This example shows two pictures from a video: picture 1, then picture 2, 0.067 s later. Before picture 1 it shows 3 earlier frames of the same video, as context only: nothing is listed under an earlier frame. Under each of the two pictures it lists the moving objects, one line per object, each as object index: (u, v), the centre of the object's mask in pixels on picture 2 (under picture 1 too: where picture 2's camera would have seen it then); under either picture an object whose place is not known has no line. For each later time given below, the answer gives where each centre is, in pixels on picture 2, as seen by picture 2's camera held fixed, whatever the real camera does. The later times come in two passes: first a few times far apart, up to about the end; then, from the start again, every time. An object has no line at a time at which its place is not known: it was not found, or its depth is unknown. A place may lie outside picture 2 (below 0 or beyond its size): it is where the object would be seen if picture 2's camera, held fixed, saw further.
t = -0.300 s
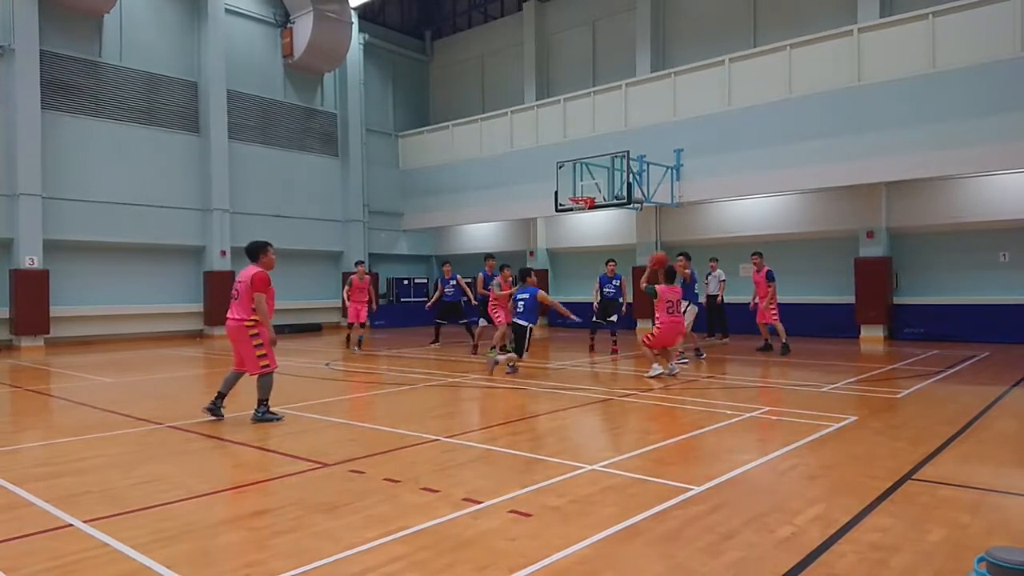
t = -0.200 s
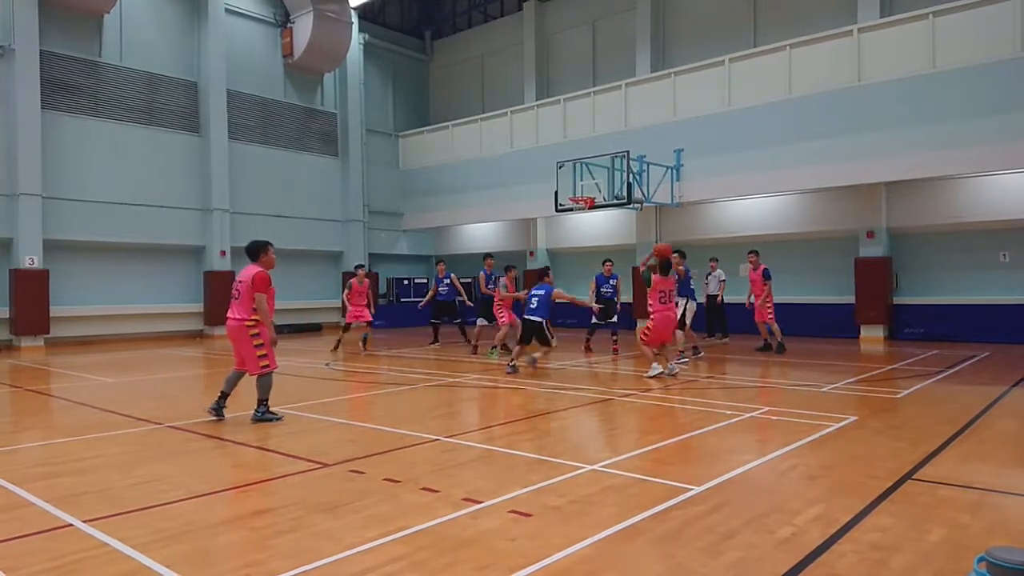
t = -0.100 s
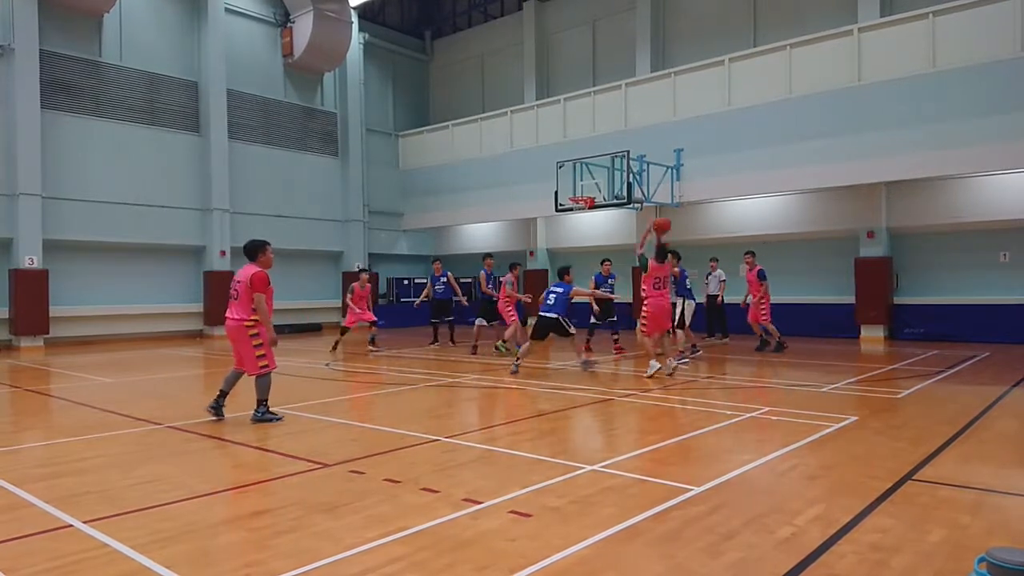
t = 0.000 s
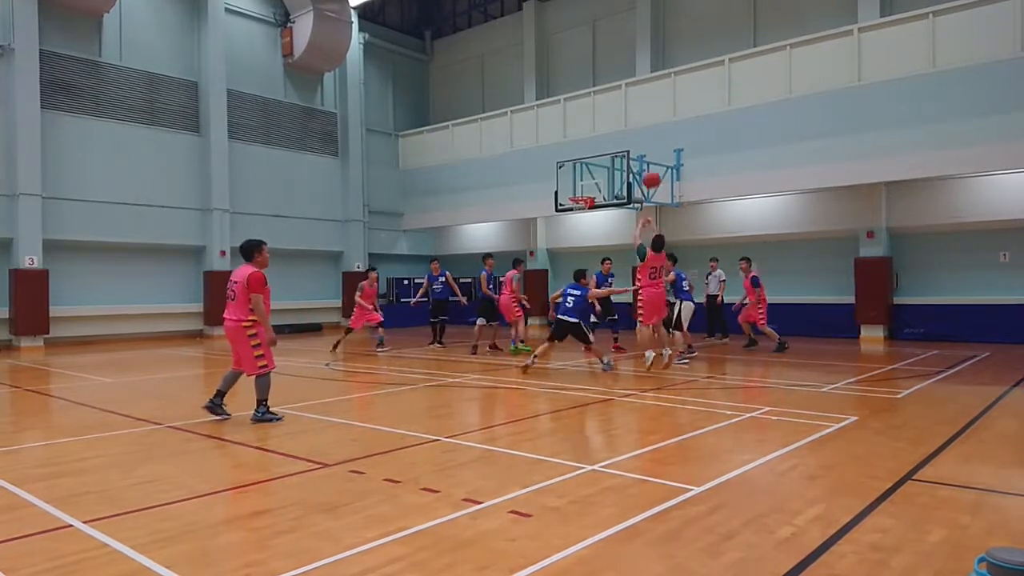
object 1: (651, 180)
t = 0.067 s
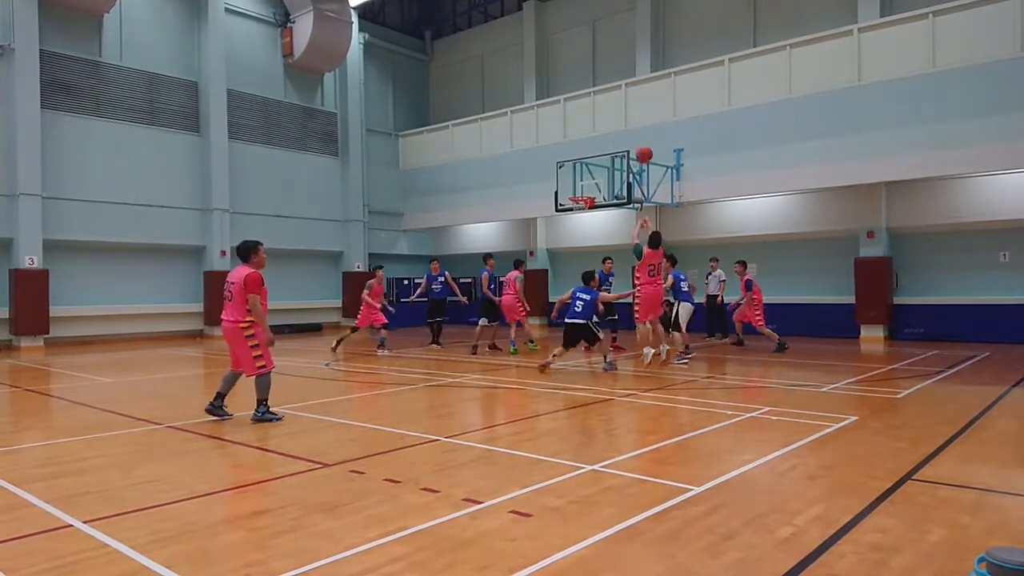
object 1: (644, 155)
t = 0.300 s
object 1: (621, 100)
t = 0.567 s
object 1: (603, 88)
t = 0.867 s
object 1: (585, 119)
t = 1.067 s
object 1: (576, 160)
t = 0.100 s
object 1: (641, 144)
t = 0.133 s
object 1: (637, 134)
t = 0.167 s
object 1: (633, 125)
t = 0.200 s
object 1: (630, 117)
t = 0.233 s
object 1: (627, 110)
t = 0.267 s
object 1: (625, 104)
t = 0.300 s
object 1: (621, 100)
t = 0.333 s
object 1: (618, 96)
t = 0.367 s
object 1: (616, 92)
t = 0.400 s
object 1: (614, 90)
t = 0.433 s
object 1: (611, 88)
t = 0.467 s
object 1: (609, 87)
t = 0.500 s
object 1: (606, 86)
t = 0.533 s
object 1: (604, 87)
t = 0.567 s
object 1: (603, 88)
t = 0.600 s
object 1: (601, 89)
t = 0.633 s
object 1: (599, 91)
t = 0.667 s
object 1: (596, 94)
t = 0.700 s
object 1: (595, 96)
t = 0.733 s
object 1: (592, 100)
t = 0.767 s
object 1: (591, 105)
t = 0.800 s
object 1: (588, 109)
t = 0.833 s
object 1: (586, 114)
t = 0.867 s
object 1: (585, 119)
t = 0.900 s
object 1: (583, 126)
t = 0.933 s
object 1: (582, 132)
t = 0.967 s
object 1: (580, 138)
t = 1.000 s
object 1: (578, 146)
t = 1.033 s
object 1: (578, 153)
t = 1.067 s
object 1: (576, 160)
